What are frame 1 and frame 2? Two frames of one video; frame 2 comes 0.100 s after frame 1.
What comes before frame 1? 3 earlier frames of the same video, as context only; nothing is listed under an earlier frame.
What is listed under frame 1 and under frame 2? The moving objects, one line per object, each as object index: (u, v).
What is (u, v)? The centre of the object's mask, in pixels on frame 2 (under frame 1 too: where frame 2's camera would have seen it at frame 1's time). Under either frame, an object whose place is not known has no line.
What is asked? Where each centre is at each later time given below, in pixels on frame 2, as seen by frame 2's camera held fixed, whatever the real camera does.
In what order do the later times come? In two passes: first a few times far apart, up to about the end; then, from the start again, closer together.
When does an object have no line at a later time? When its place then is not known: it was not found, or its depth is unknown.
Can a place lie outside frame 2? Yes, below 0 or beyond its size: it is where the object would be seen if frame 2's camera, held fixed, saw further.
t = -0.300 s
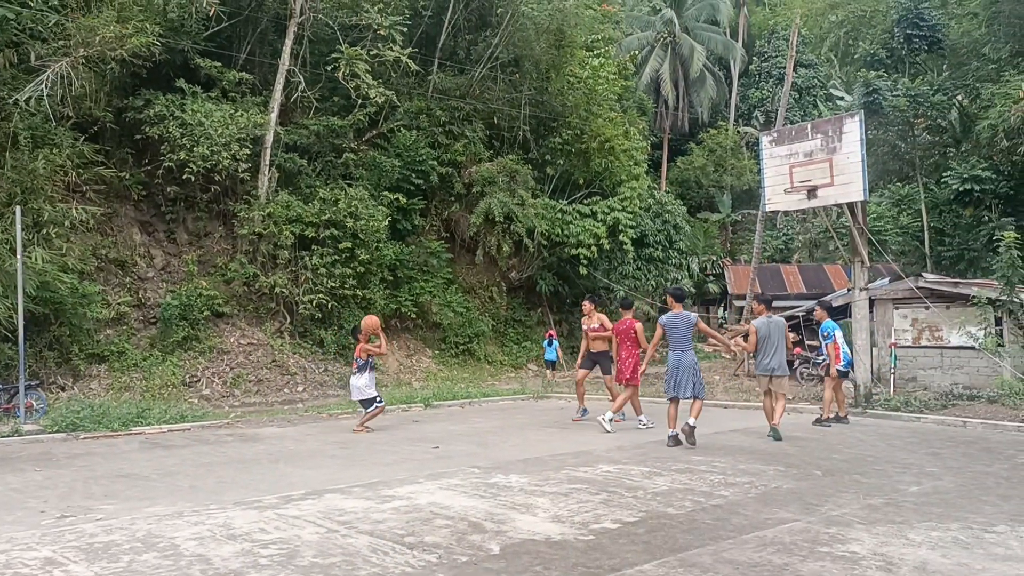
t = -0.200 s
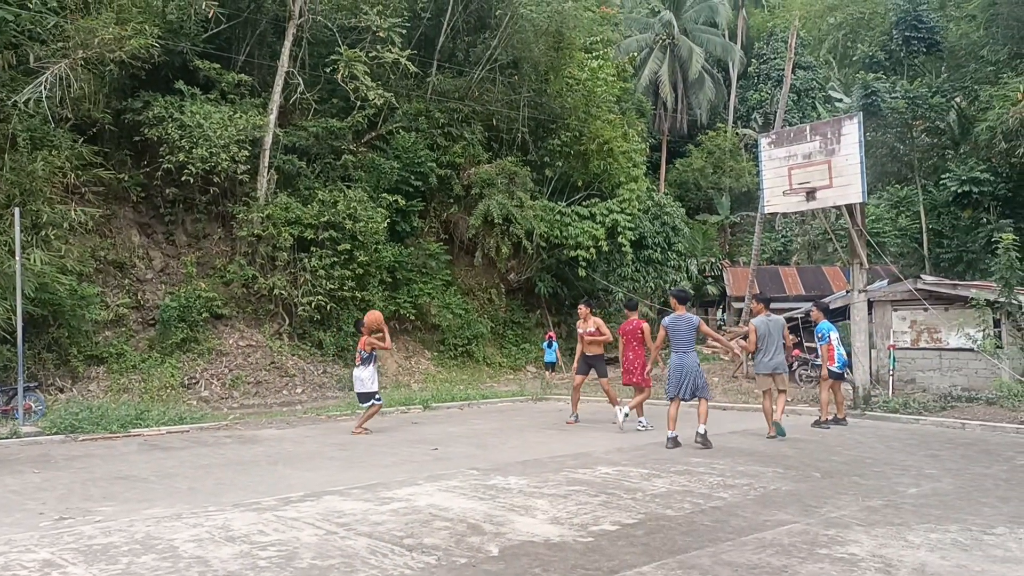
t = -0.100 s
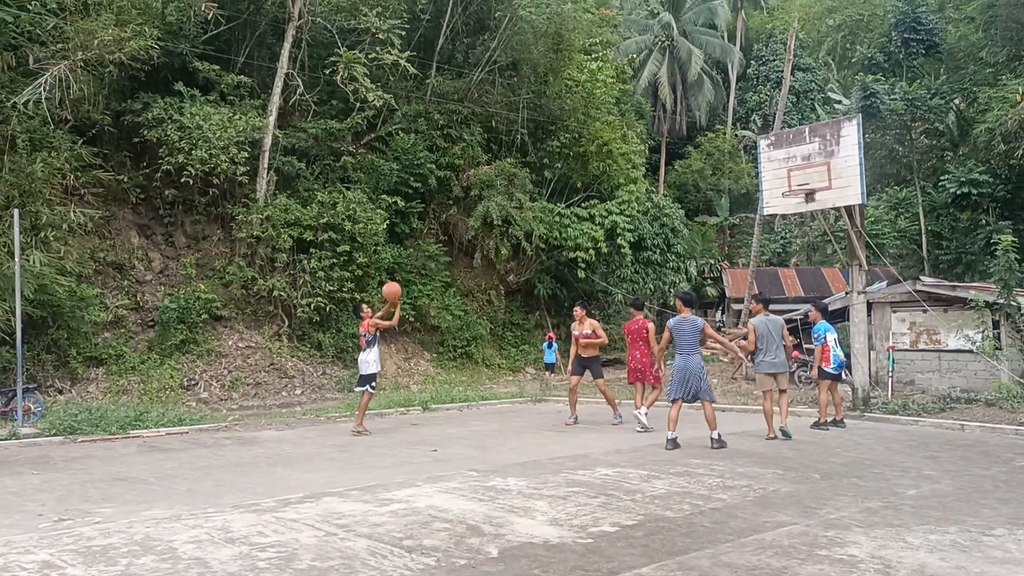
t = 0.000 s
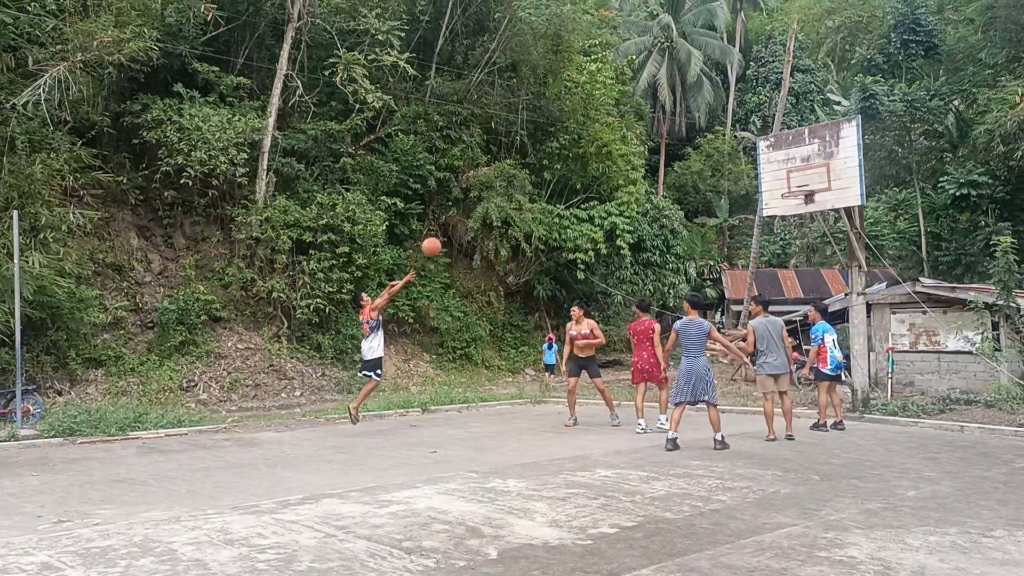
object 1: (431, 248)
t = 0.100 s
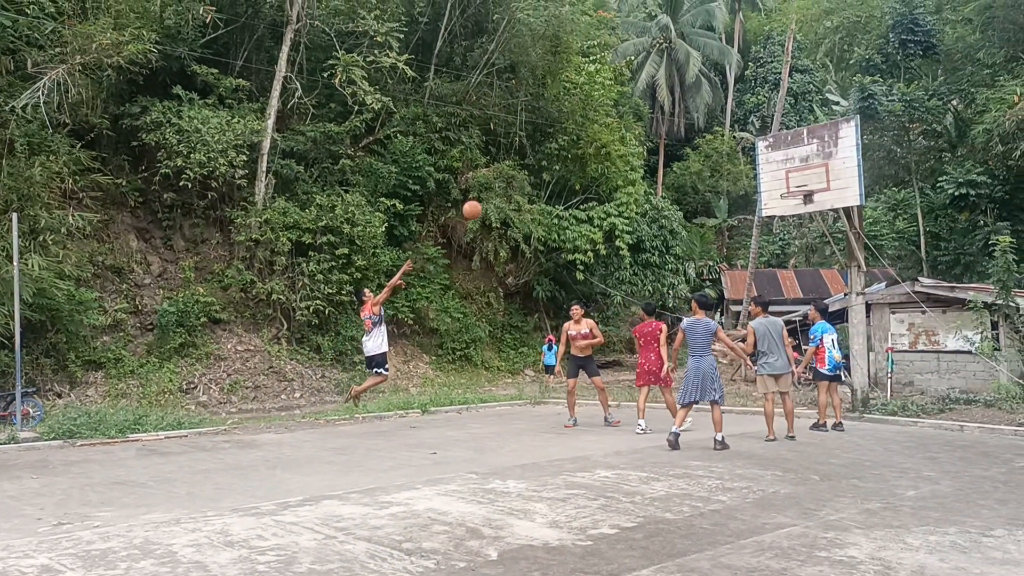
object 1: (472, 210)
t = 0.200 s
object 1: (513, 180)
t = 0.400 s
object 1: (592, 143)
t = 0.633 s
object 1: (682, 138)
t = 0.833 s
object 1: (757, 165)
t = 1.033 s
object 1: (808, 179)
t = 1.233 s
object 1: (828, 167)
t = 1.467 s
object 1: (853, 195)
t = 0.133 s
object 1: (486, 199)
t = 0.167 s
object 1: (500, 189)
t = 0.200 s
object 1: (513, 180)
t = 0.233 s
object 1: (526, 172)
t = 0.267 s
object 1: (540, 164)
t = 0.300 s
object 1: (553, 158)
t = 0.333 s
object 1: (566, 152)
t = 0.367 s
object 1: (579, 148)
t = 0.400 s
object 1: (592, 143)
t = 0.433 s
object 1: (605, 140)
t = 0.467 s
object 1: (618, 138)
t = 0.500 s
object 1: (631, 136)
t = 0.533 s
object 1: (644, 135)
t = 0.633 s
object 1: (682, 138)
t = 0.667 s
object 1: (695, 141)
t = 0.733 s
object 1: (720, 148)
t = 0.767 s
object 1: (732, 153)
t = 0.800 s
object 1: (745, 159)
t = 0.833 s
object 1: (757, 165)
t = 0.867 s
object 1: (769, 172)
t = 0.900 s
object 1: (782, 181)
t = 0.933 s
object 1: (794, 189)
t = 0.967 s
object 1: (800, 186)
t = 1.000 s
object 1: (805, 183)
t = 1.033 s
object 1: (808, 179)
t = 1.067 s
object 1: (812, 174)
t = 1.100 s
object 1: (815, 171)
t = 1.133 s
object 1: (818, 168)
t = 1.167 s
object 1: (821, 167)
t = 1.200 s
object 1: (825, 167)
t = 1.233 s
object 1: (828, 167)
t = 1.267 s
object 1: (831, 168)
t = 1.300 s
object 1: (834, 170)
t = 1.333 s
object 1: (838, 173)
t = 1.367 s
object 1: (842, 177)
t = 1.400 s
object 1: (845, 182)
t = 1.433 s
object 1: (850, 188)
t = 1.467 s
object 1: (853, 195)
